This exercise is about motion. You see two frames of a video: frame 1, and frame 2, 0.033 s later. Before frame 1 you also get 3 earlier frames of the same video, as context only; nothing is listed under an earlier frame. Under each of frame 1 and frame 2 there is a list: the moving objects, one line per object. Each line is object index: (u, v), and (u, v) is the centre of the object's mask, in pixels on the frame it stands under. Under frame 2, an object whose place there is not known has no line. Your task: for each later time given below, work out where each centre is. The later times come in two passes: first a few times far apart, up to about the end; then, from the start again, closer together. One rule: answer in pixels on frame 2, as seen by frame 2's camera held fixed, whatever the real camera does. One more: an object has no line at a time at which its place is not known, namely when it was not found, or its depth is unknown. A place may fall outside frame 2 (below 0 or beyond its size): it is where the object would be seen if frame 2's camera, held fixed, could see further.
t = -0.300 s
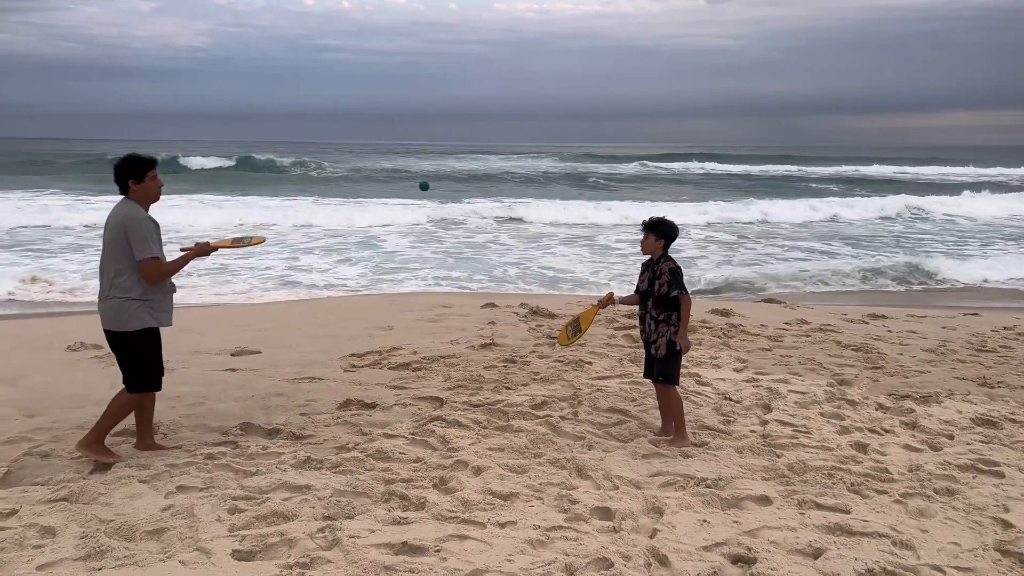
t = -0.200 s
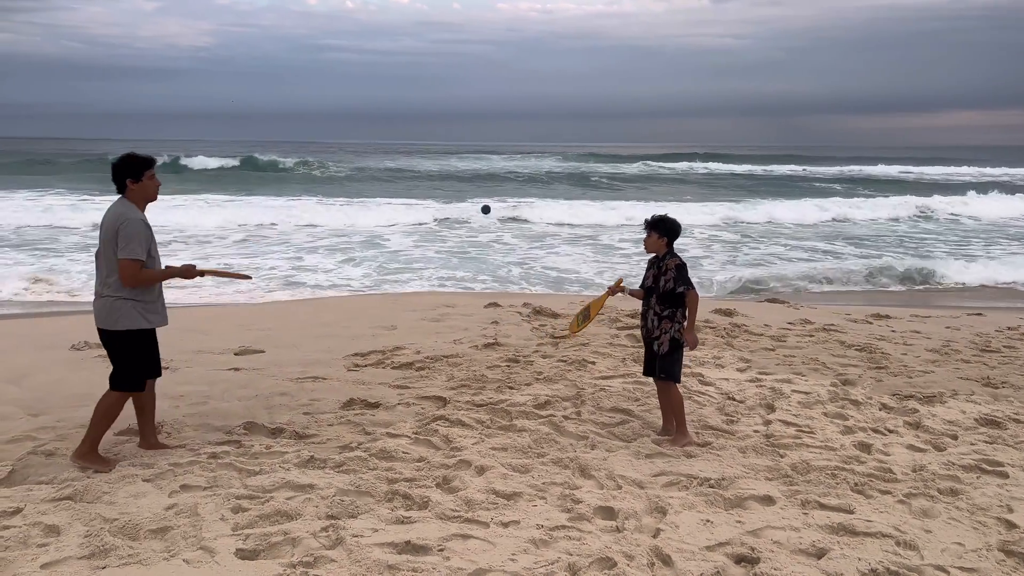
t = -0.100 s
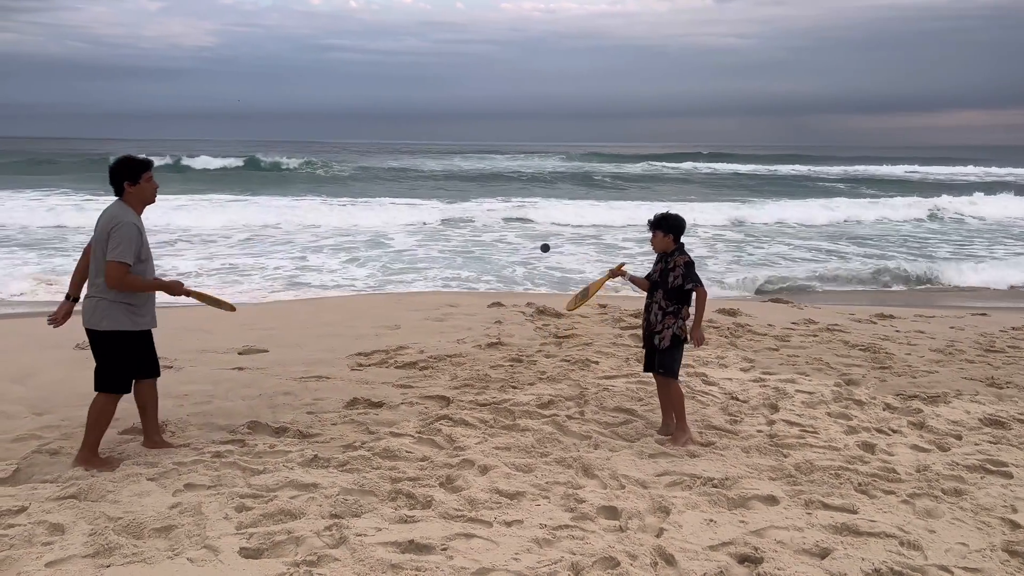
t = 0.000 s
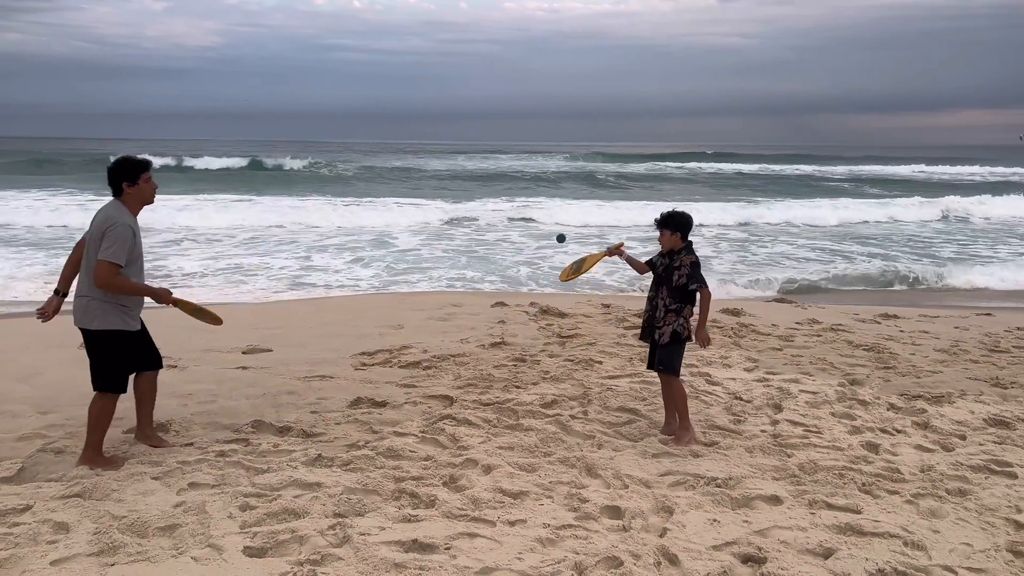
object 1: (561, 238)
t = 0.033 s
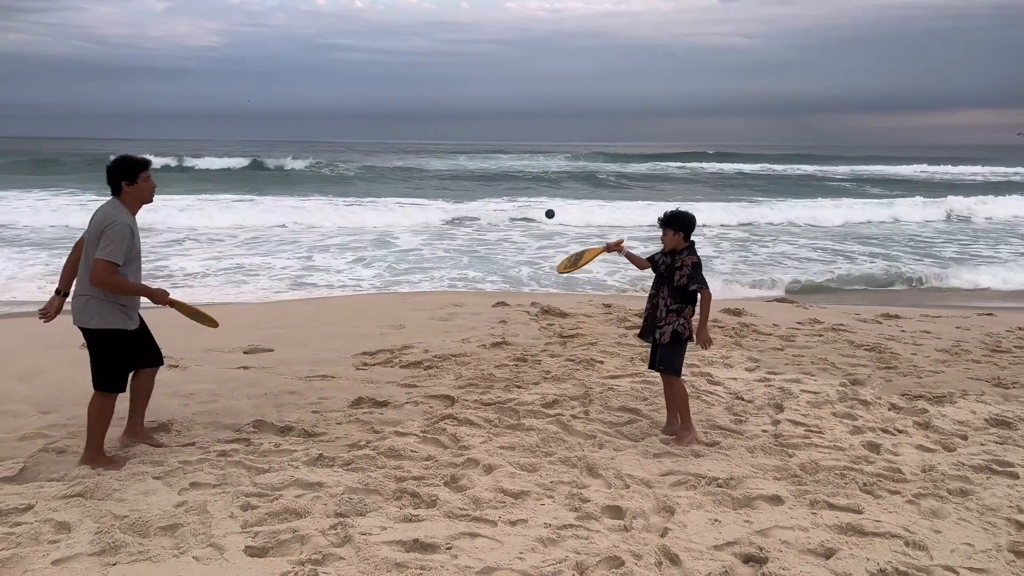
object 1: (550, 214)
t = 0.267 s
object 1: (456, 82)
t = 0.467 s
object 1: (365, 38)
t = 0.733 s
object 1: (237, 107)
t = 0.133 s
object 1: (511, 148)
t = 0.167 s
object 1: (498, 129)
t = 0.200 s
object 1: (485, 112)
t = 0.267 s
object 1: (456, 82)
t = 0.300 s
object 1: (442, 69)
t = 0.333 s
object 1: (427, 59)
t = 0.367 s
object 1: (412, 51)
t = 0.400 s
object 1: (397, 45)
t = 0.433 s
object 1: (381, 41)
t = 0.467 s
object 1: (365, 38)
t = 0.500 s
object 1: (349, 38)
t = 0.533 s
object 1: (334, 41)
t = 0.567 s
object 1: (318, 46)
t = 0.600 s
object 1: (301, 53)
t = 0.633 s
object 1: (285, 63)
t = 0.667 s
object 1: (269, 75)
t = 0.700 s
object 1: (252, 89)
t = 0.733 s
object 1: (237, 107)
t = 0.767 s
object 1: (221, 126)
